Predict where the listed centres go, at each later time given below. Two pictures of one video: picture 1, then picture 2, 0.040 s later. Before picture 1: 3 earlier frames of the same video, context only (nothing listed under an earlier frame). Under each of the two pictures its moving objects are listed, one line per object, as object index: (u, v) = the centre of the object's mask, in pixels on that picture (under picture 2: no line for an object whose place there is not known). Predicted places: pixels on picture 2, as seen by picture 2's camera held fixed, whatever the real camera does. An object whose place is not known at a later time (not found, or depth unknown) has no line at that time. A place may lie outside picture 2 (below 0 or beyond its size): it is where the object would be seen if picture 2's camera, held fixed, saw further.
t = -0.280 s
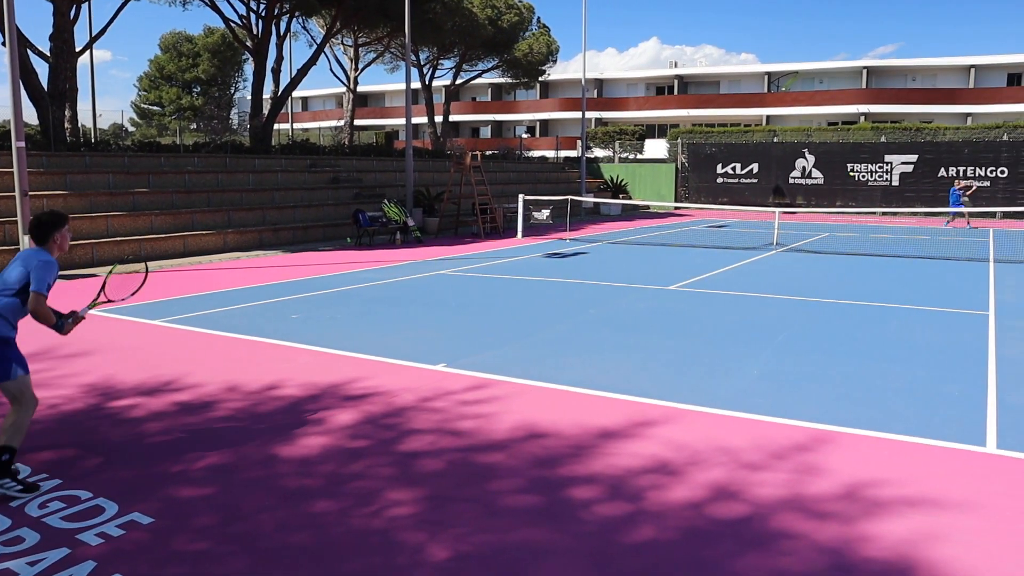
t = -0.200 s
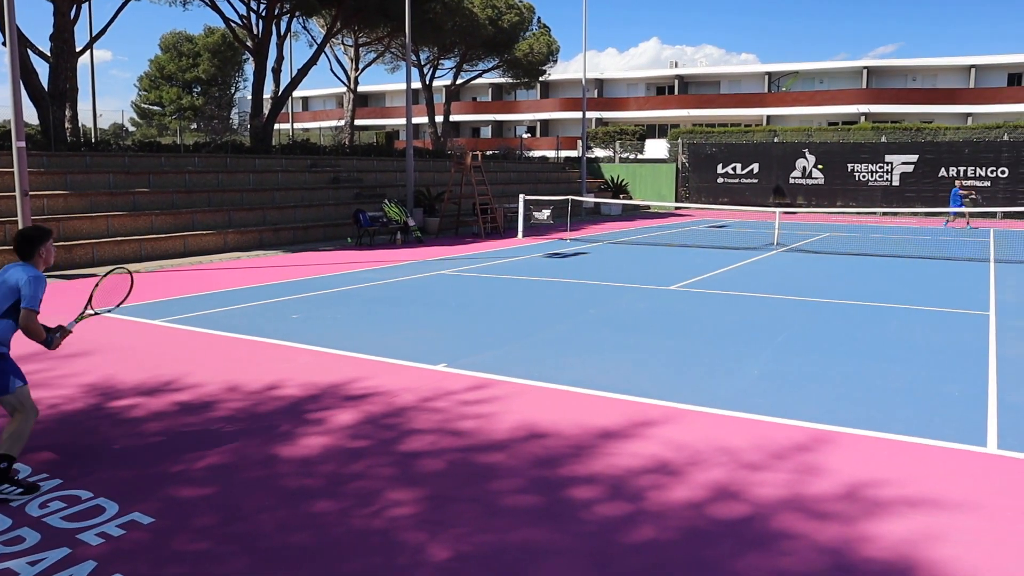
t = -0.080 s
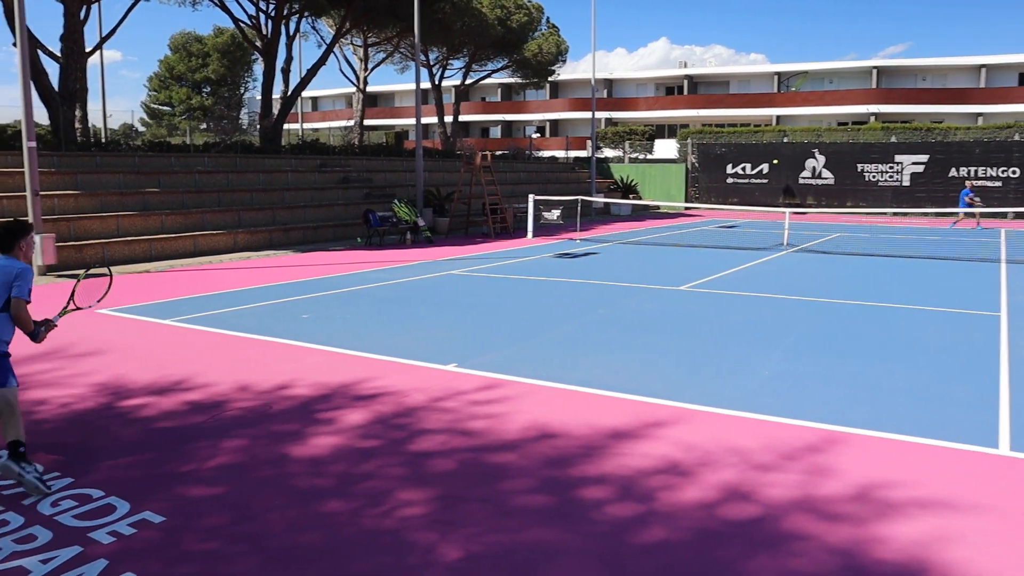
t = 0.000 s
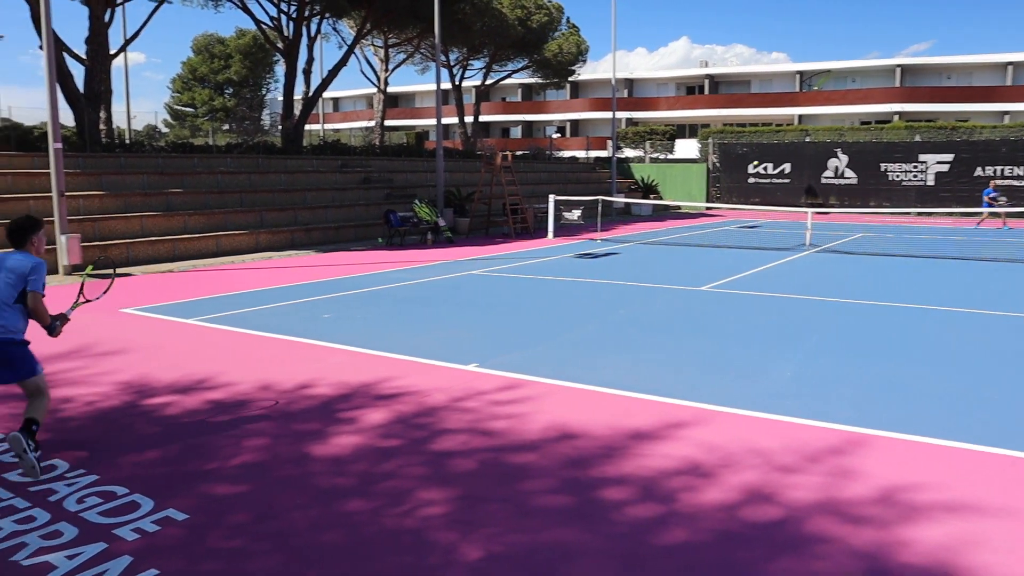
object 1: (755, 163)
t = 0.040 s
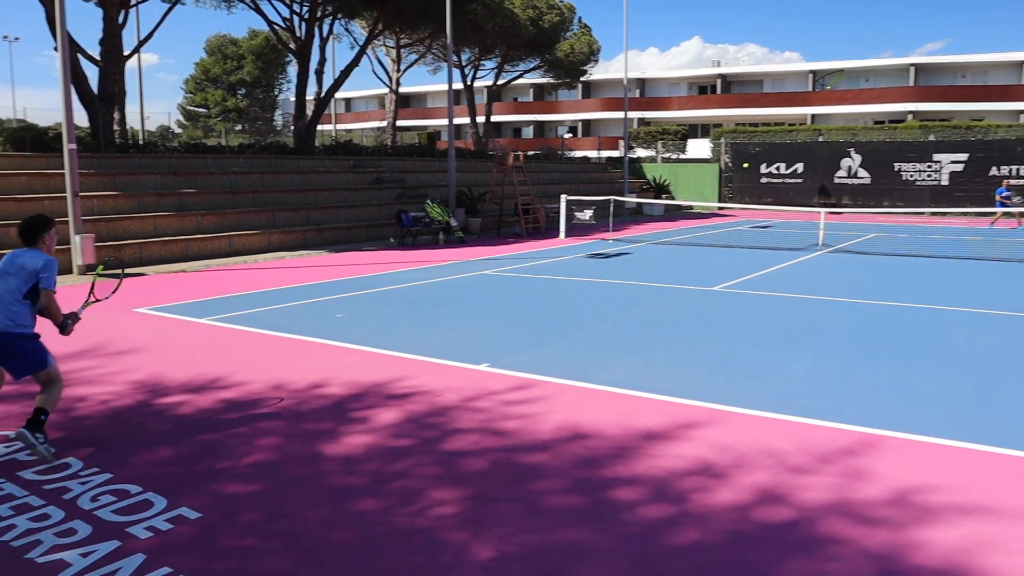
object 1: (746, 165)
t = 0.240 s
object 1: (615, 202)
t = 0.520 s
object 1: (372, 285)
